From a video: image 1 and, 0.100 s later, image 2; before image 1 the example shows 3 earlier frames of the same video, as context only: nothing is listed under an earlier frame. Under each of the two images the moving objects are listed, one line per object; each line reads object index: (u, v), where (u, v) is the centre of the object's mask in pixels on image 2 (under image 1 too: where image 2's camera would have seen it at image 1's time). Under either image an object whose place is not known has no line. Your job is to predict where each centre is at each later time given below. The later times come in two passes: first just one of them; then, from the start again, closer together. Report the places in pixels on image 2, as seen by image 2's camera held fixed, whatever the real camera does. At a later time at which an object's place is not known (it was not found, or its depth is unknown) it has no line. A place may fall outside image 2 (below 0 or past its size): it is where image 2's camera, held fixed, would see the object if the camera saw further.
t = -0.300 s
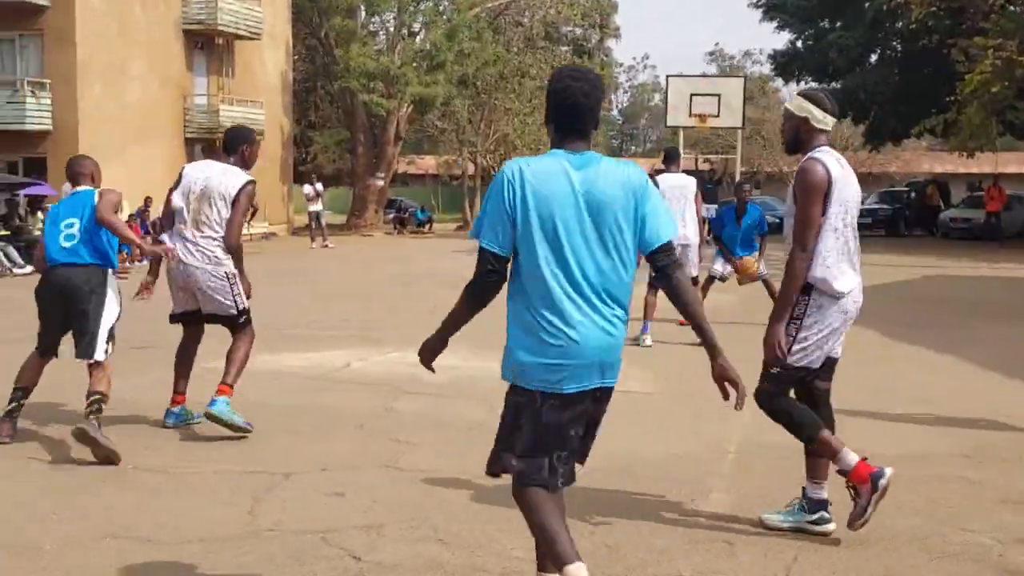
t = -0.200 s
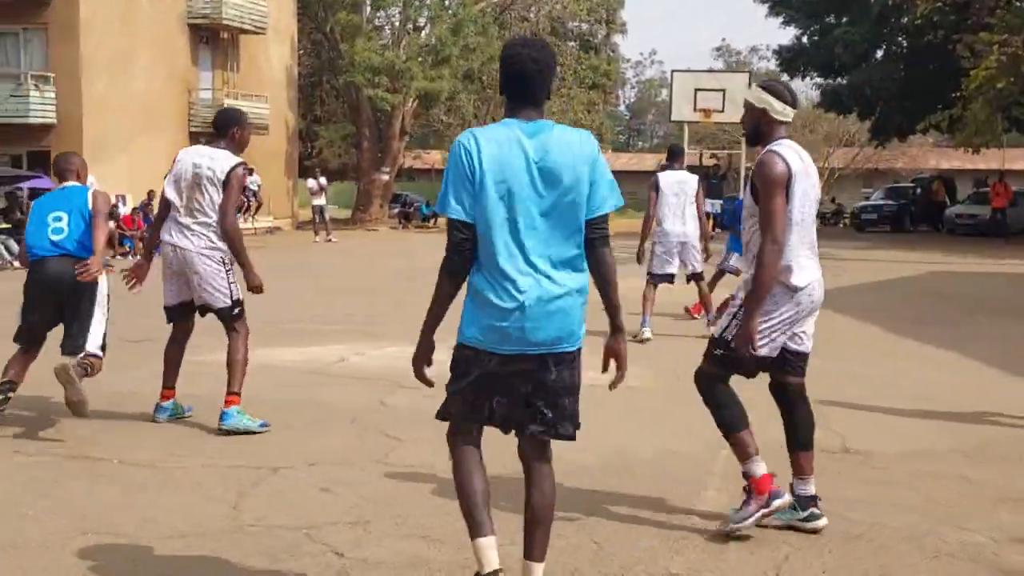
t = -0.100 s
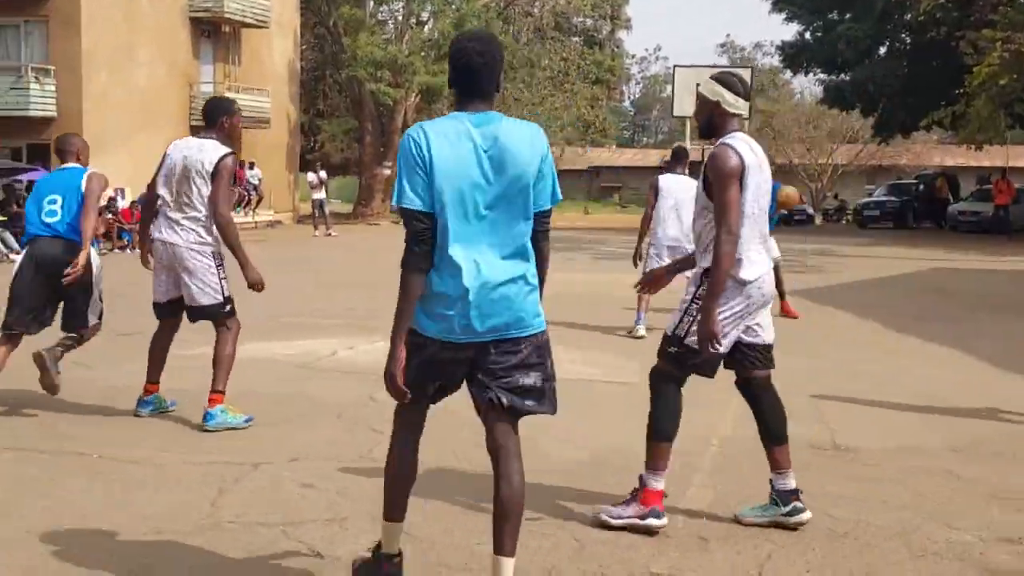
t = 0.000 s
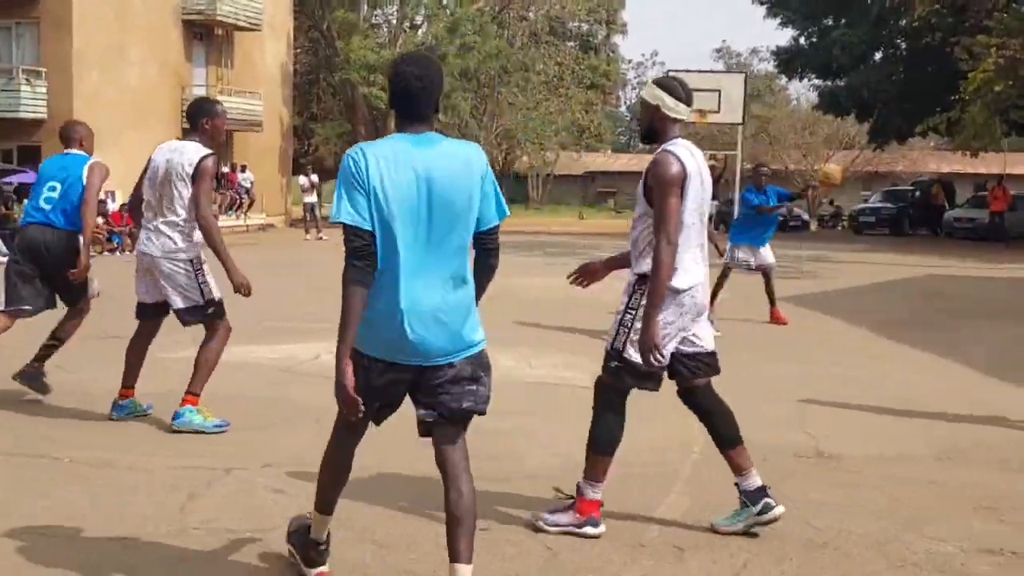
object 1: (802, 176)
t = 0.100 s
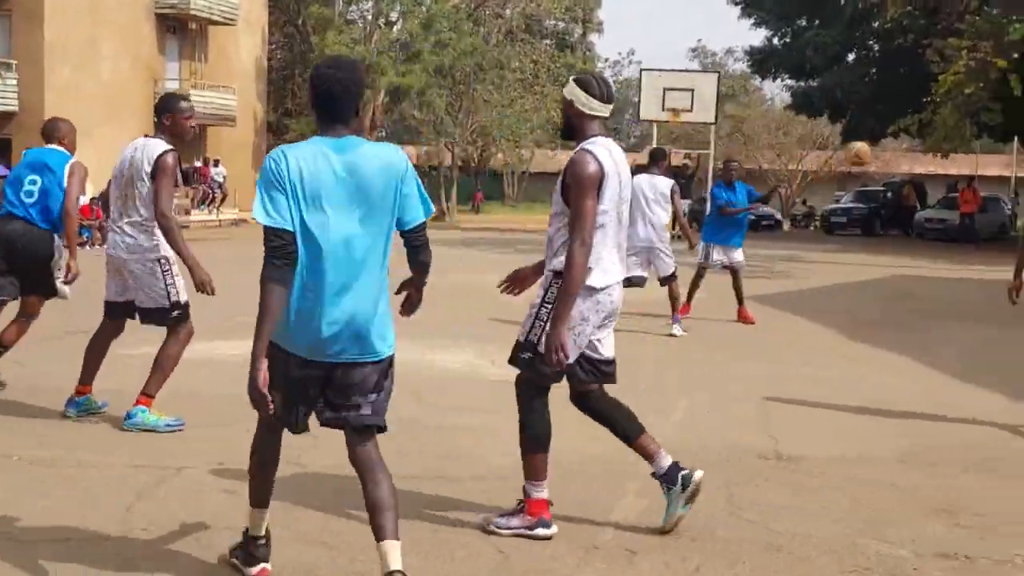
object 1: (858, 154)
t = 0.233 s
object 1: (941, 142)
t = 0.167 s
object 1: (898, 145)
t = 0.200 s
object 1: (919, 142)
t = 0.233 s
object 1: (941, 142)
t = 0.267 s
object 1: (964, 140)
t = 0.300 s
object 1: (988, 140)
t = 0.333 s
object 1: (1013, 141)
